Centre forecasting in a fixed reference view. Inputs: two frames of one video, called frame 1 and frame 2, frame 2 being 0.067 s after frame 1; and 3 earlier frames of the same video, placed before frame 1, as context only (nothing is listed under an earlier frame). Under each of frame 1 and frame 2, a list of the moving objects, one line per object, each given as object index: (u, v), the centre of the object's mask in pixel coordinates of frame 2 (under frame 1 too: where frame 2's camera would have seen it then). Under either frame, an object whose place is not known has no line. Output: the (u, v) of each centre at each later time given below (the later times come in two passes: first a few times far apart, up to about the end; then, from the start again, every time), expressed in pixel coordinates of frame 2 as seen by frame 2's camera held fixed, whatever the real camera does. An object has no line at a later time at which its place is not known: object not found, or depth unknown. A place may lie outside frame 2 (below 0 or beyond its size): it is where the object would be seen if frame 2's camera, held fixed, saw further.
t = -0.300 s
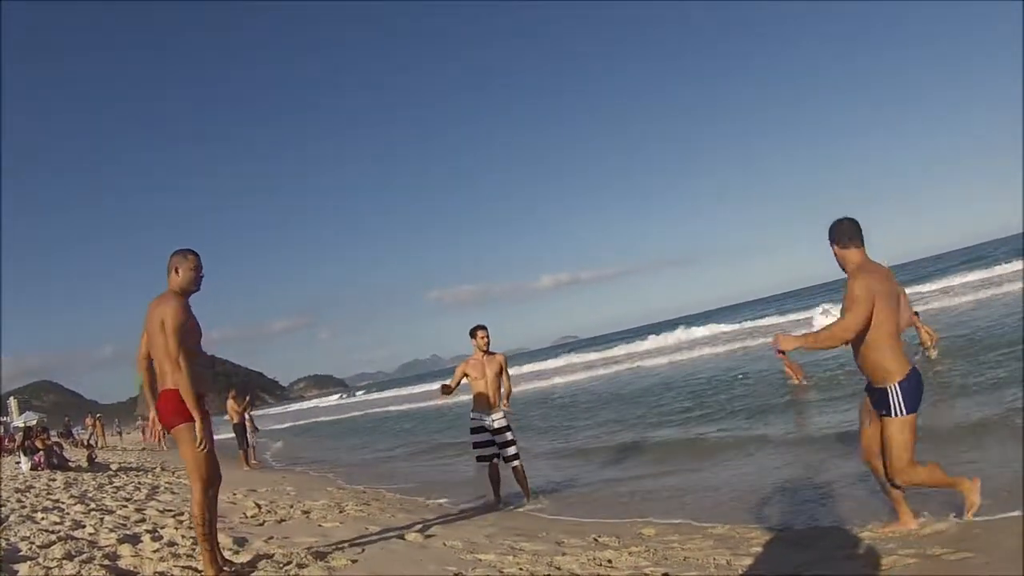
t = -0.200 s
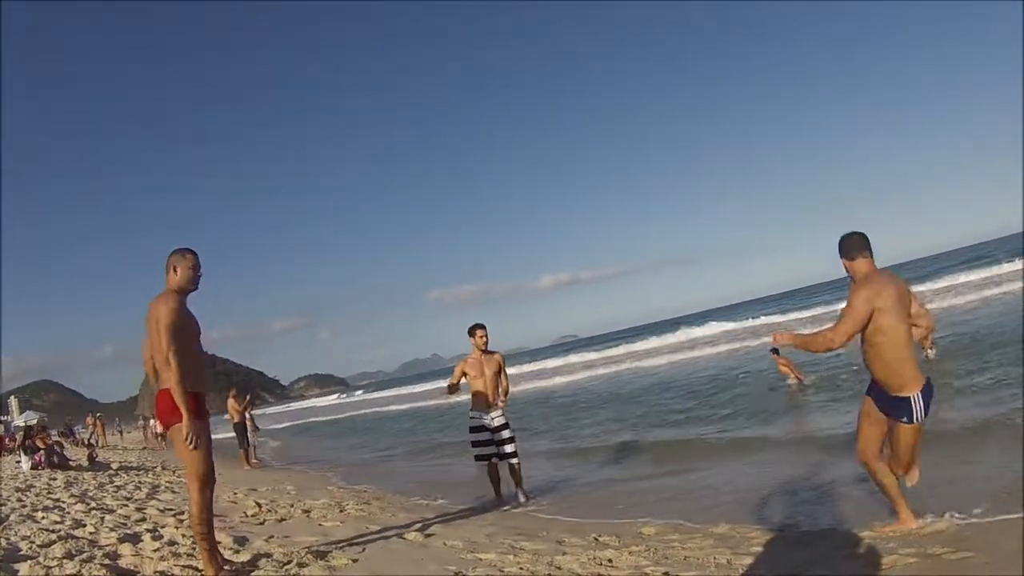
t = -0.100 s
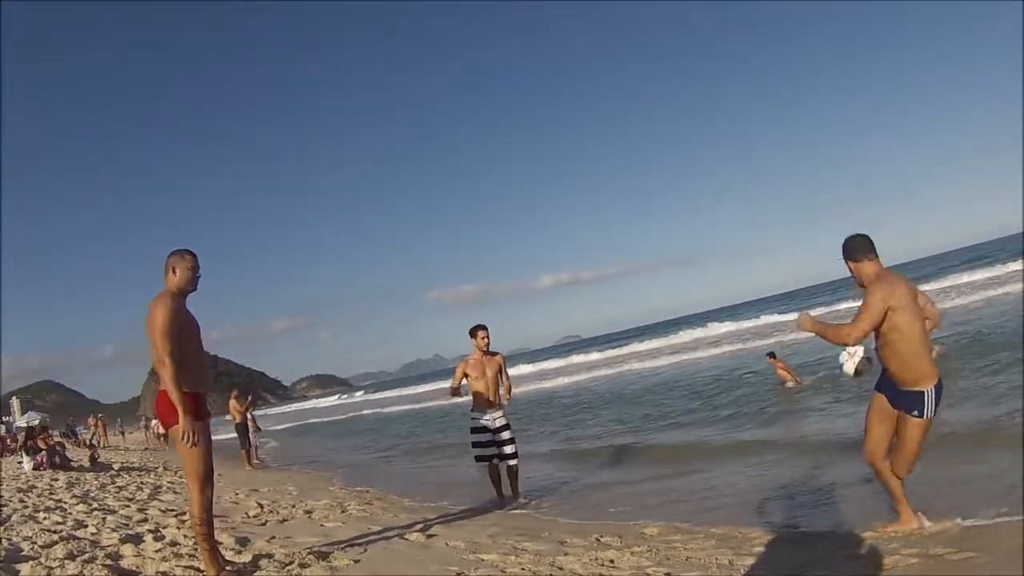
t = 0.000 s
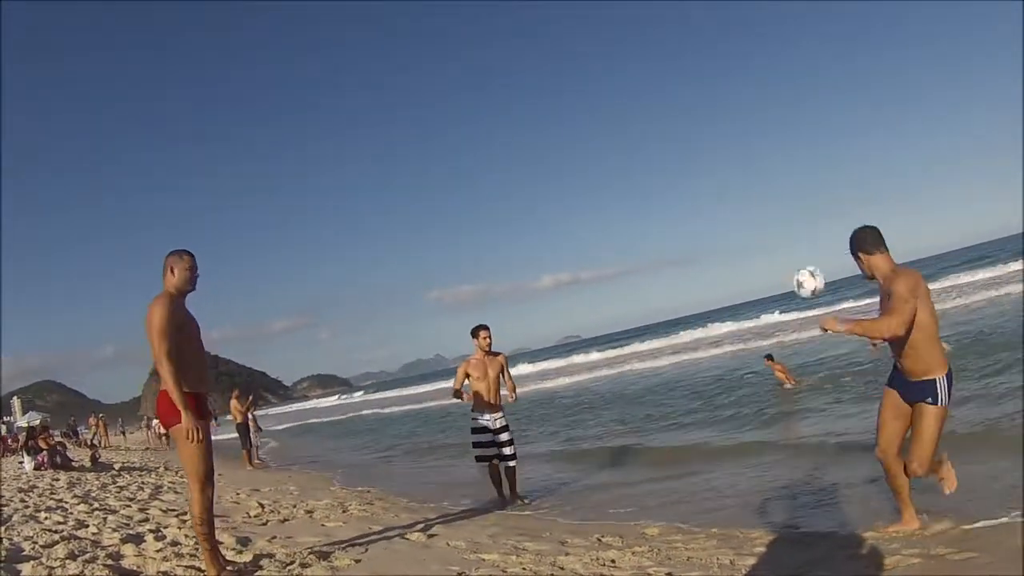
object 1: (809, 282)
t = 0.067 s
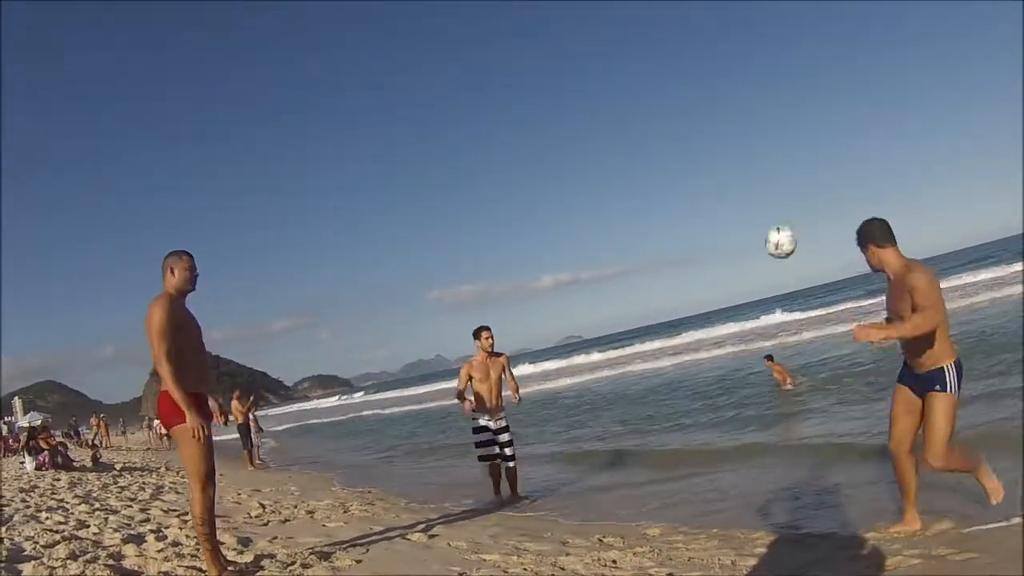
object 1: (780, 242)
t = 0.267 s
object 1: (707, 168)
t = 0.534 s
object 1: (646, 162)
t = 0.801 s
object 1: (617, 235)
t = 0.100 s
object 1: (766, 225)
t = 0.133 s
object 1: (753, 210)
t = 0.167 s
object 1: (741, 197)
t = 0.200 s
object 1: (729, 186)
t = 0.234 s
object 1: (718, 176)
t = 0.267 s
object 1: (707, 168)
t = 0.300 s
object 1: (698, 162)
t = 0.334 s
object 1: (688, 158)
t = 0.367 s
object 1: (680, 155)
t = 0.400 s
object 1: (672, 153)
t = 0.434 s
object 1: (665, 154)
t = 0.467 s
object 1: (658, 155)
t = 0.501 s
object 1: (652, 157)
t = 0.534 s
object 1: (646, 162)
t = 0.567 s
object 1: (641, 167)
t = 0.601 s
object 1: (636, 173)
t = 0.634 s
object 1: (632, 181)
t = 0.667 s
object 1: (628, 190)
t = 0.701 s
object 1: (625, 199)
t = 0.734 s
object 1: (622, 210)
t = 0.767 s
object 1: (620, 222)
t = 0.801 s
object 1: (617, 235)
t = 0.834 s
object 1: (615, 250)
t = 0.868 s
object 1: (614, 264)
